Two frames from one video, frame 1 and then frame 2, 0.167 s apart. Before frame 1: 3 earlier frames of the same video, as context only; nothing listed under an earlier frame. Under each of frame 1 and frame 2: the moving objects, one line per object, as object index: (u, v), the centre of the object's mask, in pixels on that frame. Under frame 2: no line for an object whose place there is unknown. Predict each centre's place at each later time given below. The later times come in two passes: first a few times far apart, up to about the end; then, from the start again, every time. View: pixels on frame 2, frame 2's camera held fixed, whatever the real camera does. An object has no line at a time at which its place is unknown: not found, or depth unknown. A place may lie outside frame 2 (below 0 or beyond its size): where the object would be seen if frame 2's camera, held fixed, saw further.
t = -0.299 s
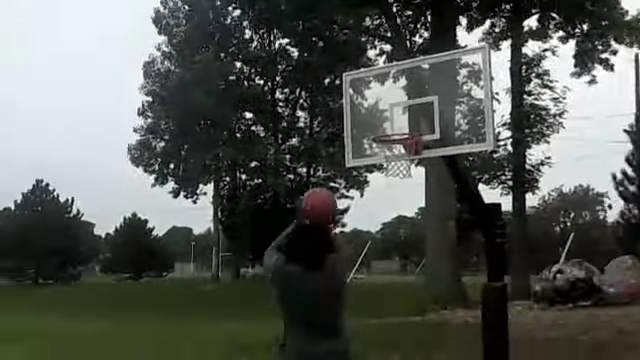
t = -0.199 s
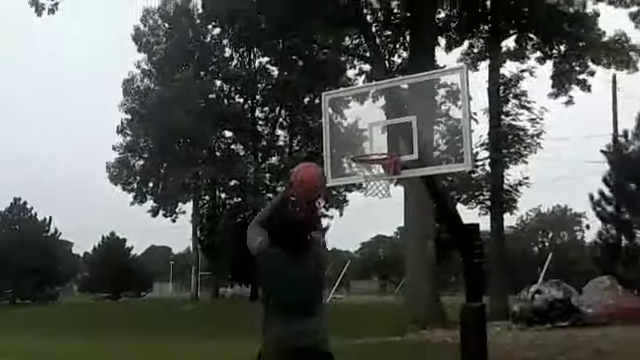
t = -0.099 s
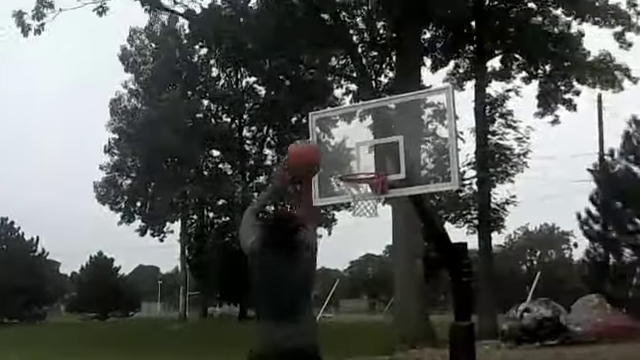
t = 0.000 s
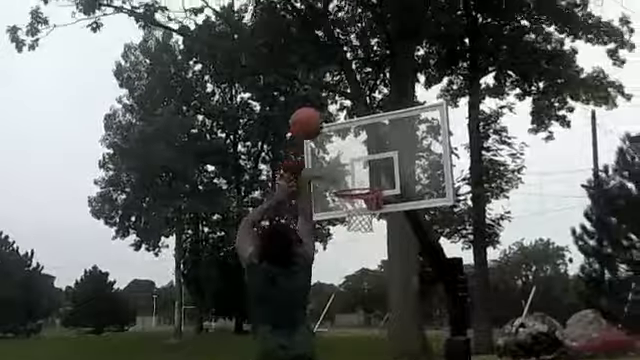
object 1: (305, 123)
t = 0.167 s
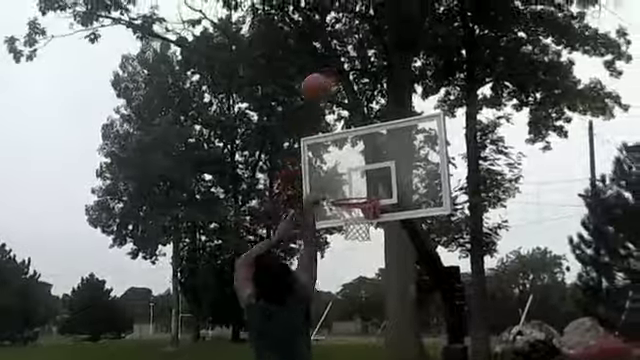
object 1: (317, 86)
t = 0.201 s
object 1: (318, 85)
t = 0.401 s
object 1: (331, 84)
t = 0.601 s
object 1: (346, 123)
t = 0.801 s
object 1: (355, 190)
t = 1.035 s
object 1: (367, 216)
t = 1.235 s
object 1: (376, 233)
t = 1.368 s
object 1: (378, 262)
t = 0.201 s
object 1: (318, 85)
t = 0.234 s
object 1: (321, 81)
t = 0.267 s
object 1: (323, 80)
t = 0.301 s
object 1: (325, 80)
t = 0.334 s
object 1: (327, 80)
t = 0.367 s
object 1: (329, 81)
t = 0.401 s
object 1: (331, 84)
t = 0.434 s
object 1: (334, 87)
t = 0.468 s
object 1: (336, 92)
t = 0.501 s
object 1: (340, 100)
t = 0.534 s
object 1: (342, 107)
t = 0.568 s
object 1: (344, 115)
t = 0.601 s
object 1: (346, 123)
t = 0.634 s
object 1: (348, 135)
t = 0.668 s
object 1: (350, 147)
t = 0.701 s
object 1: (350, 157)
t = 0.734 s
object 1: (352, 169)
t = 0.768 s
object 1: (354, 182)
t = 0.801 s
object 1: (355, 190)
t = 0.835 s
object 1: (356, 195)
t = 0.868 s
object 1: (356, 200)
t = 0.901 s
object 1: (351, 201)
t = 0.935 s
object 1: (347, 203)
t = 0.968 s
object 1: (353, 207)
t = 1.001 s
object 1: (360, 211)
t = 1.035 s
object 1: (367, 216)
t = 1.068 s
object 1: (370, 220)
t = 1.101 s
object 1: (373, 223)
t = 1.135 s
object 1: (374, 224)
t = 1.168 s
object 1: (374, 225)
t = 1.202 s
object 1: (375, 227)
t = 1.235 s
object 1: (376, 233)
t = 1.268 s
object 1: (376, 238)
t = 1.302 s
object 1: (377, 244)
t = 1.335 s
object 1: (378, 253)
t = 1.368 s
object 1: (378, 262)
